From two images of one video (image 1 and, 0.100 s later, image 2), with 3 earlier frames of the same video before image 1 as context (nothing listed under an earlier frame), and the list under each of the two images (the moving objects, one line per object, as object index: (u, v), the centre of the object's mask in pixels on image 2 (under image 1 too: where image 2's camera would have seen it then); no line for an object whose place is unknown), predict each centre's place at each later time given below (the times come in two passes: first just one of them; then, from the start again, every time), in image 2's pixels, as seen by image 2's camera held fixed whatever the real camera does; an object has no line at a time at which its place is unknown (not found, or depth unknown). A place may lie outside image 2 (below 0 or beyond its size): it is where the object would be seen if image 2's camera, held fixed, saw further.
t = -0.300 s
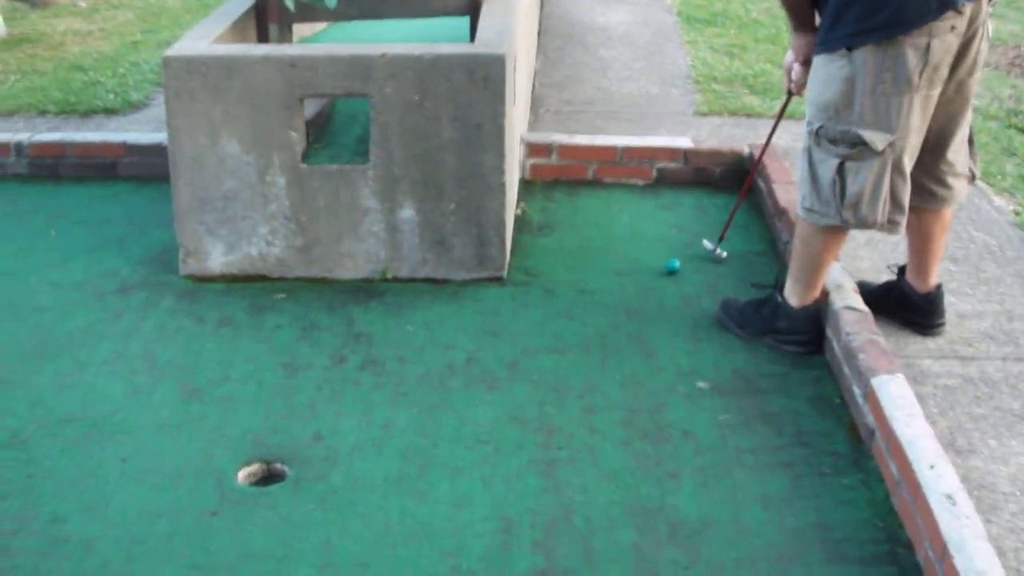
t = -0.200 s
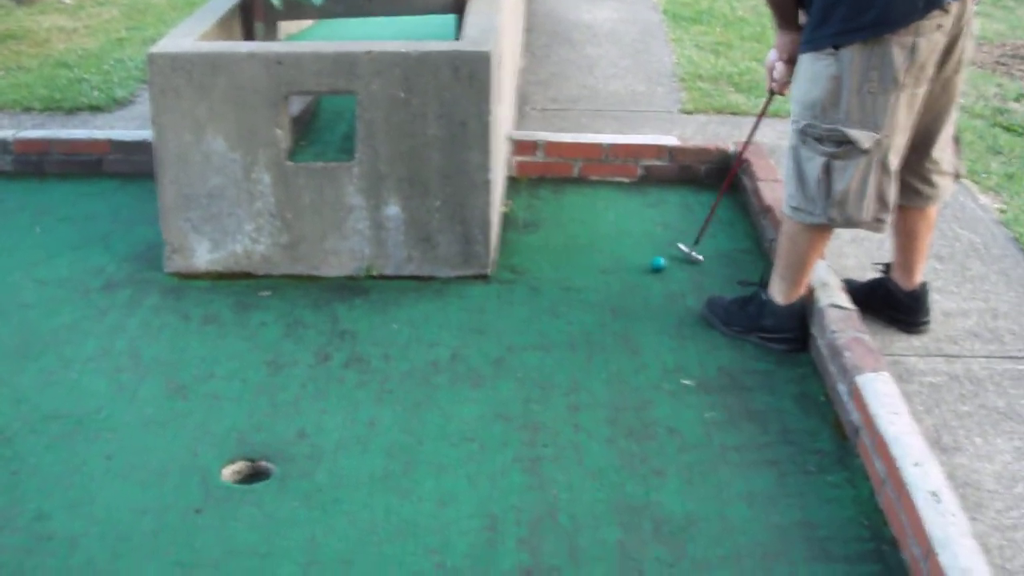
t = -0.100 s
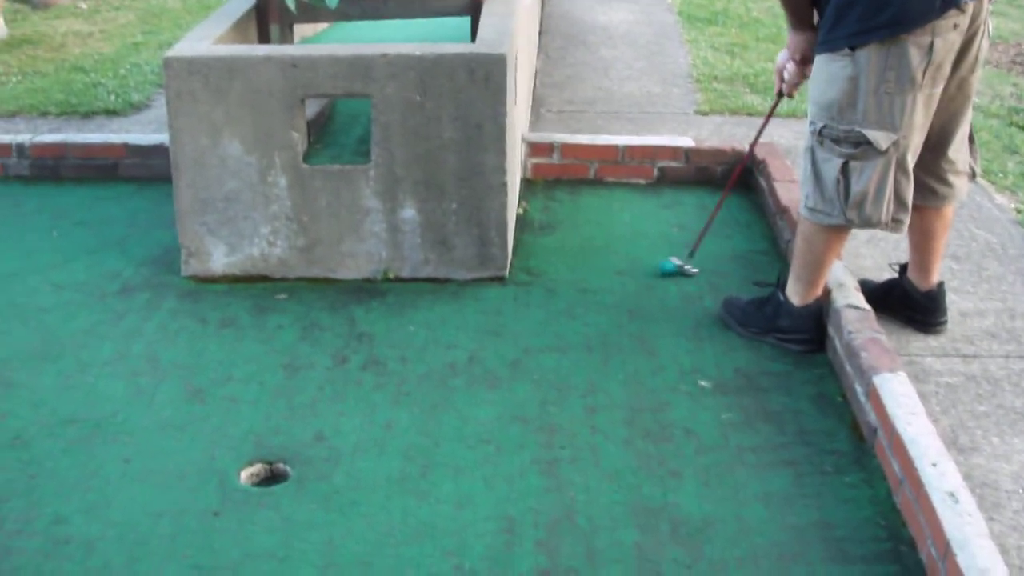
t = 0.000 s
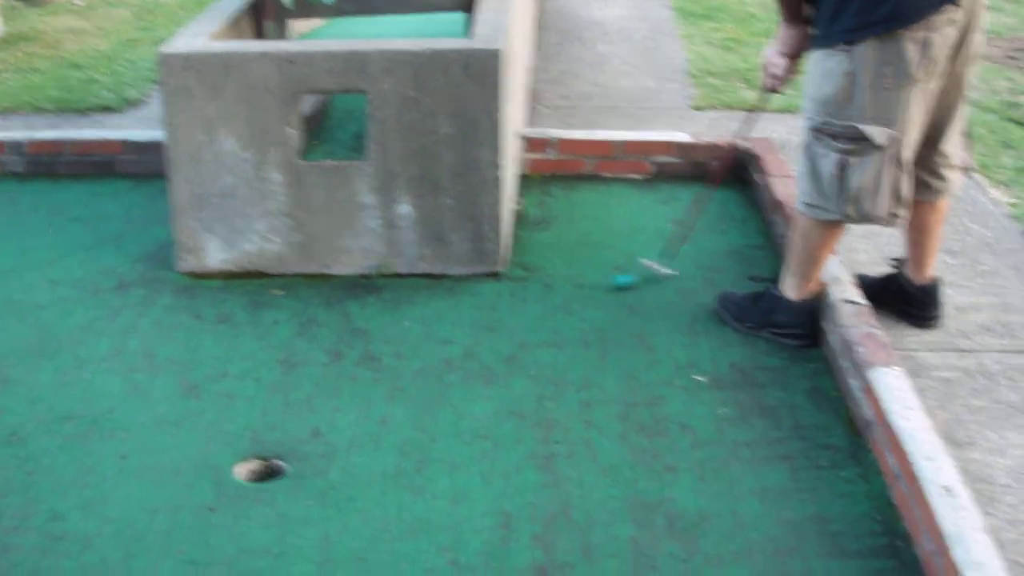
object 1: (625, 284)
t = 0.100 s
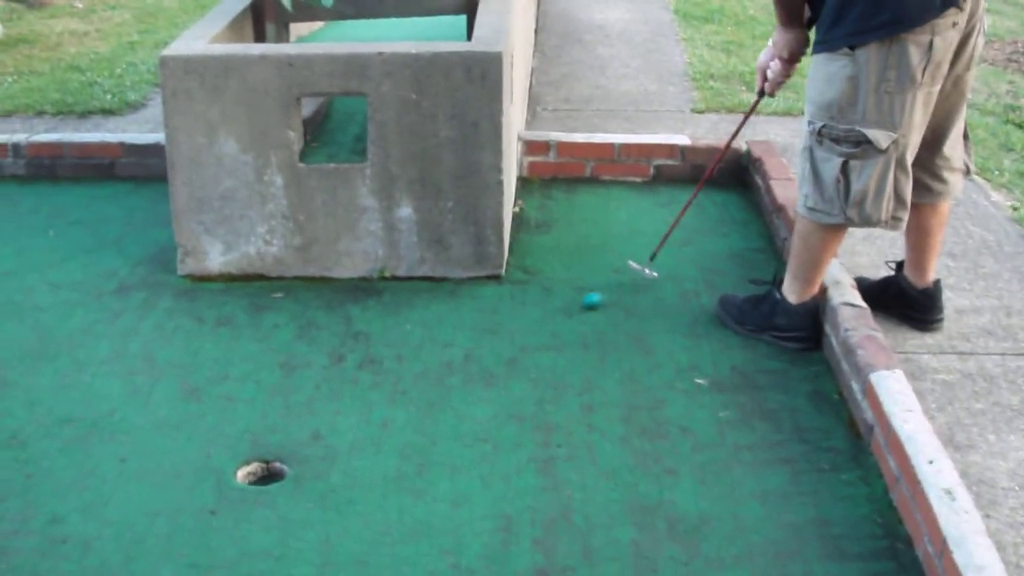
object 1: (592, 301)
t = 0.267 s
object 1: (538, 326)
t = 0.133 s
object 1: (581, 305)
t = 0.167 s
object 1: (571, 310)
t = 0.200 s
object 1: (560, 314)
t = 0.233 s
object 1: (549, 321)
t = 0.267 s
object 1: (538, 326)
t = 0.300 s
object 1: (528, 331)
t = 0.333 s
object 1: (517, 336)
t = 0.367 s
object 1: (506, 342)
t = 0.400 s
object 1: (495, 348)
